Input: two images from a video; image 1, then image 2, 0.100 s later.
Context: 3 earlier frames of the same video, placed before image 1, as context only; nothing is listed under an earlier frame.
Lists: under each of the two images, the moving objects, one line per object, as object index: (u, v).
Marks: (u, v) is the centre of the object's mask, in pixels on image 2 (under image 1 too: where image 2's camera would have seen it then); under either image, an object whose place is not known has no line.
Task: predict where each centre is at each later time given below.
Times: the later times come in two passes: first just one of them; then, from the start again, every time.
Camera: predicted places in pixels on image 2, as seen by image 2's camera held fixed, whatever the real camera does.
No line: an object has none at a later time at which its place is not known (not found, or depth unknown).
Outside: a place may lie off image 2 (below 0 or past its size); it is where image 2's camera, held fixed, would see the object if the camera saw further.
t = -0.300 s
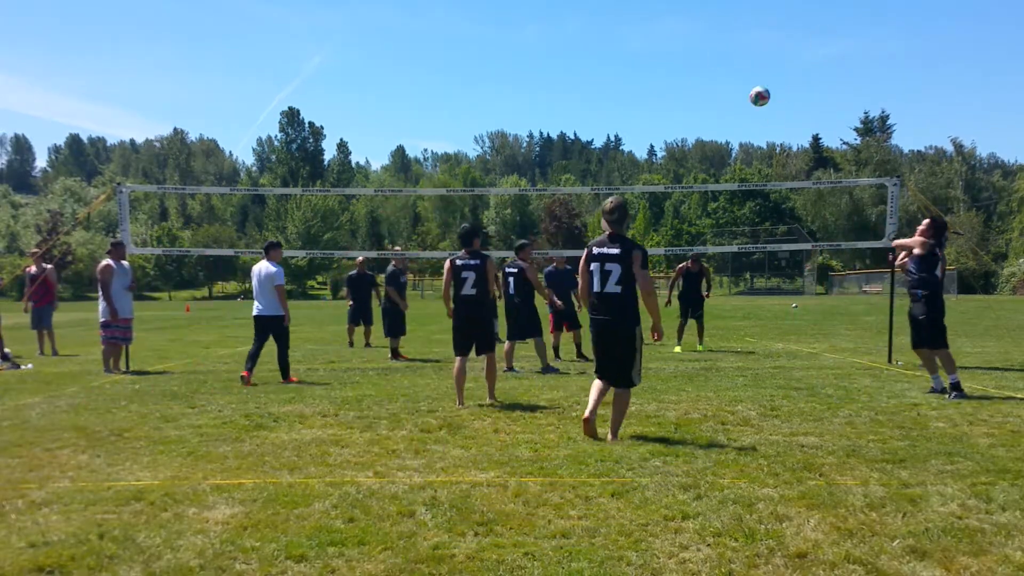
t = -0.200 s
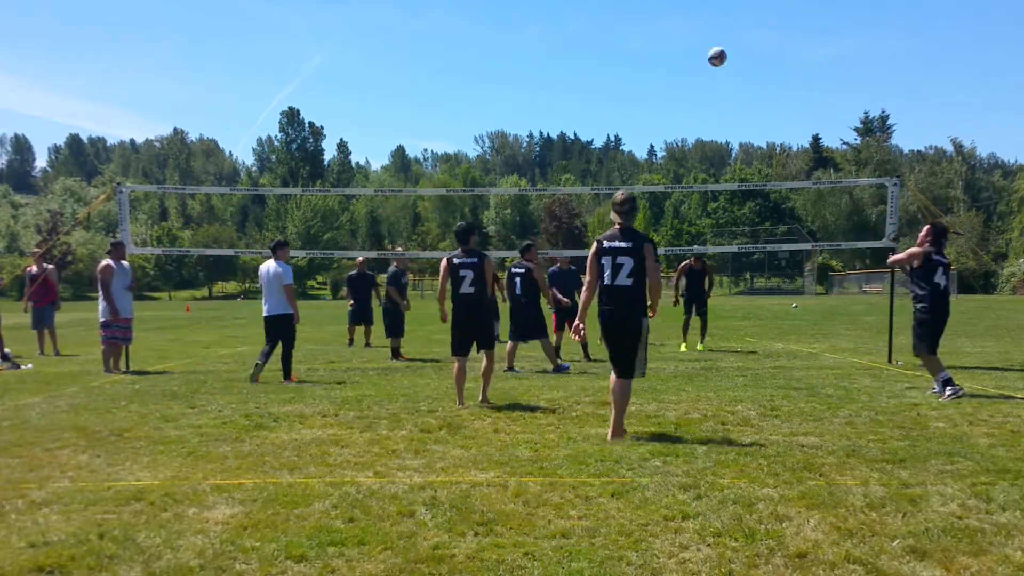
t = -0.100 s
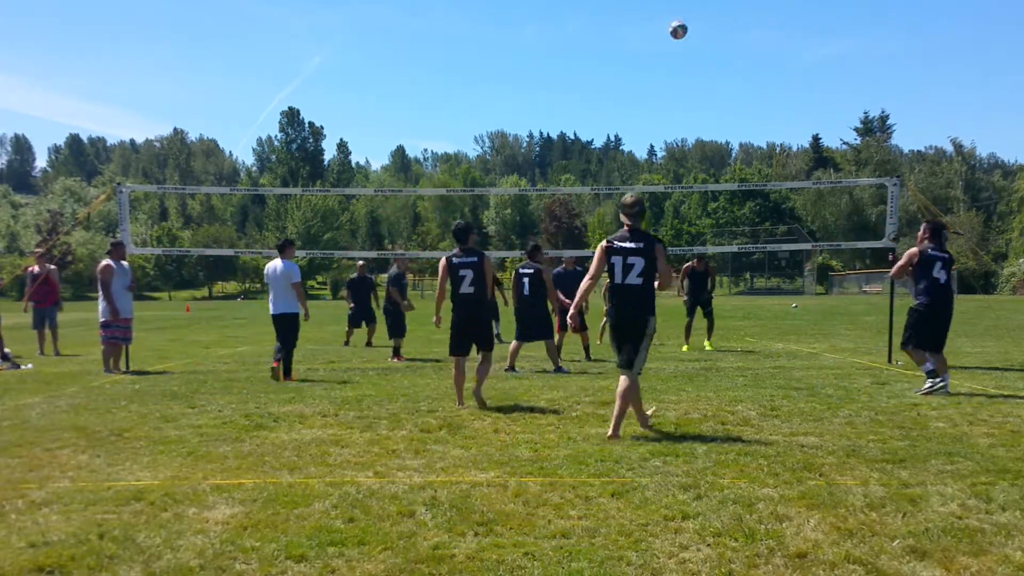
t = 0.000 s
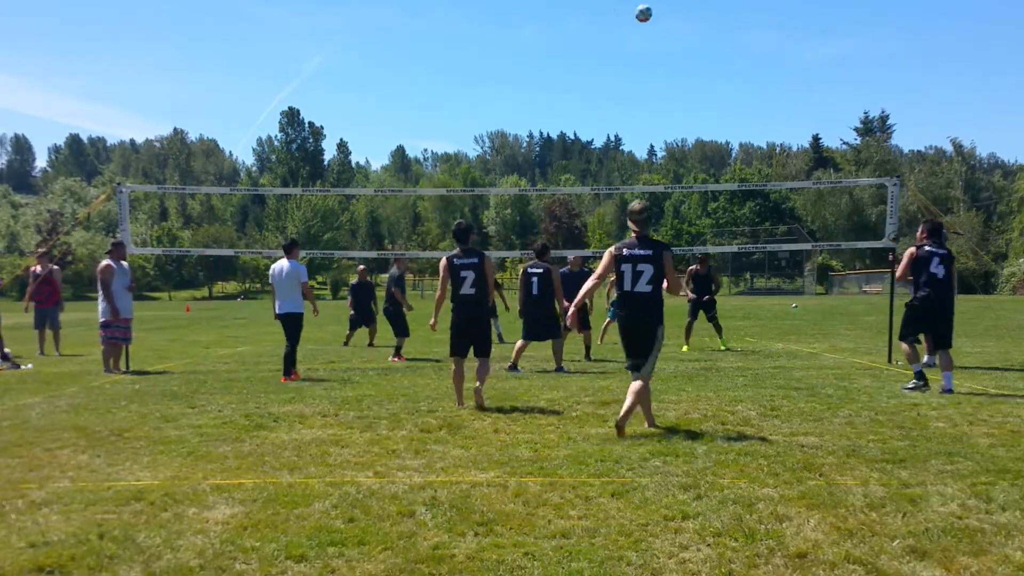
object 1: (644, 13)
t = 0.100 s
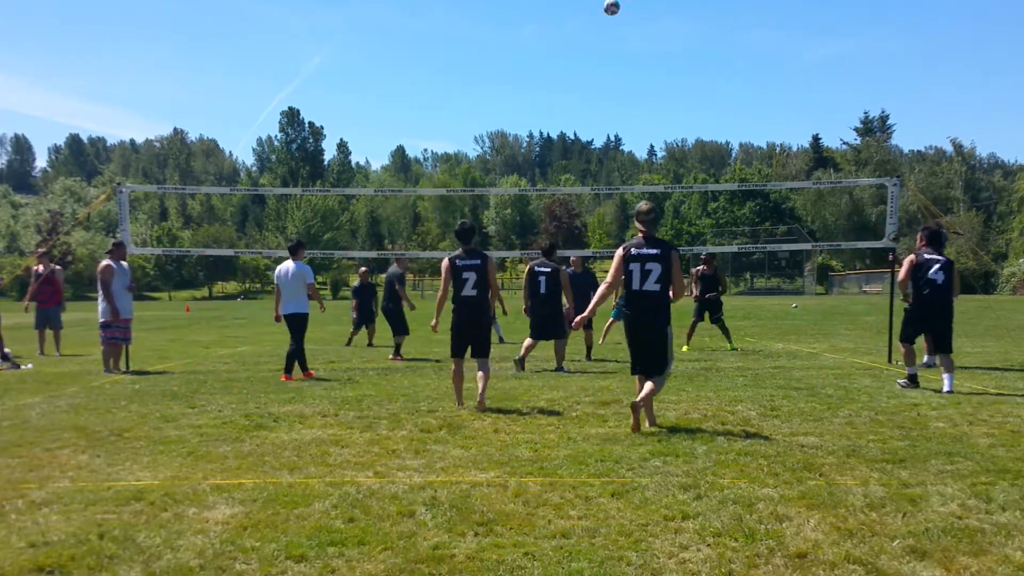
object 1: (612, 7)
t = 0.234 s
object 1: (574, 10)
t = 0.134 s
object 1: (602, 7)
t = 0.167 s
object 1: (592, 7)
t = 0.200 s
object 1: (583, 8)
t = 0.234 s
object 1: (574, 10)
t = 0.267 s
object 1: (565, 13)
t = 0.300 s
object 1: (557, 17)
